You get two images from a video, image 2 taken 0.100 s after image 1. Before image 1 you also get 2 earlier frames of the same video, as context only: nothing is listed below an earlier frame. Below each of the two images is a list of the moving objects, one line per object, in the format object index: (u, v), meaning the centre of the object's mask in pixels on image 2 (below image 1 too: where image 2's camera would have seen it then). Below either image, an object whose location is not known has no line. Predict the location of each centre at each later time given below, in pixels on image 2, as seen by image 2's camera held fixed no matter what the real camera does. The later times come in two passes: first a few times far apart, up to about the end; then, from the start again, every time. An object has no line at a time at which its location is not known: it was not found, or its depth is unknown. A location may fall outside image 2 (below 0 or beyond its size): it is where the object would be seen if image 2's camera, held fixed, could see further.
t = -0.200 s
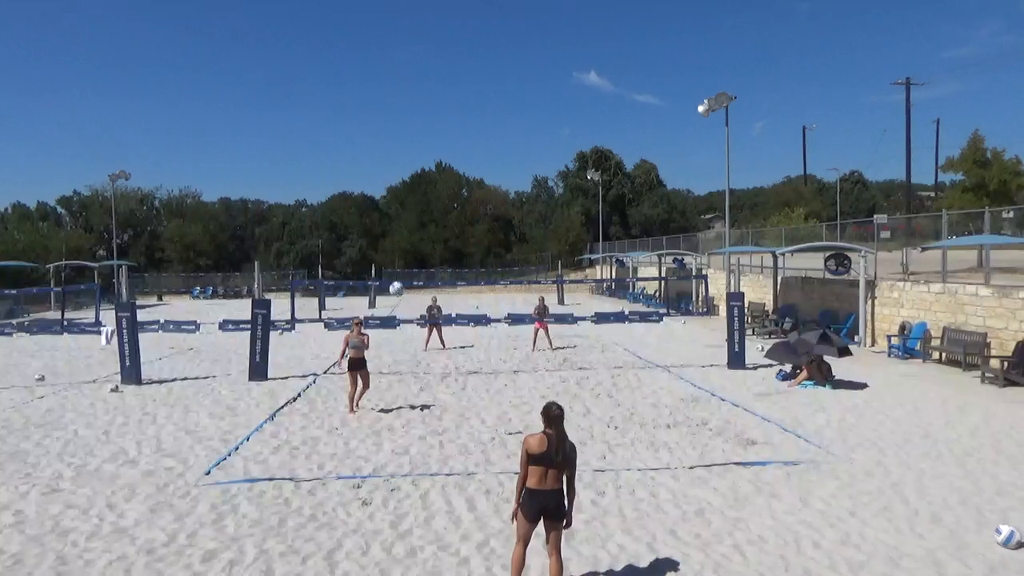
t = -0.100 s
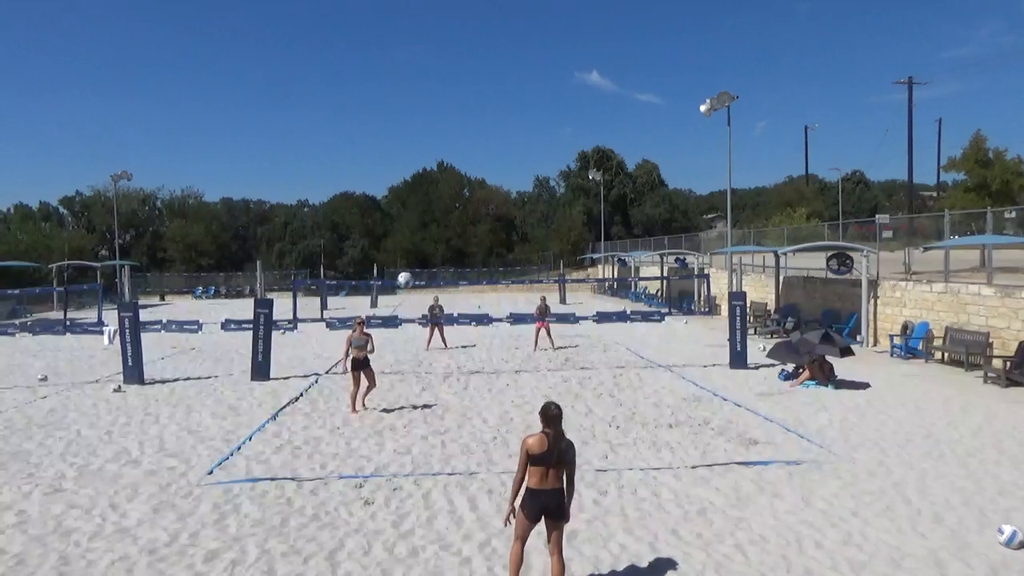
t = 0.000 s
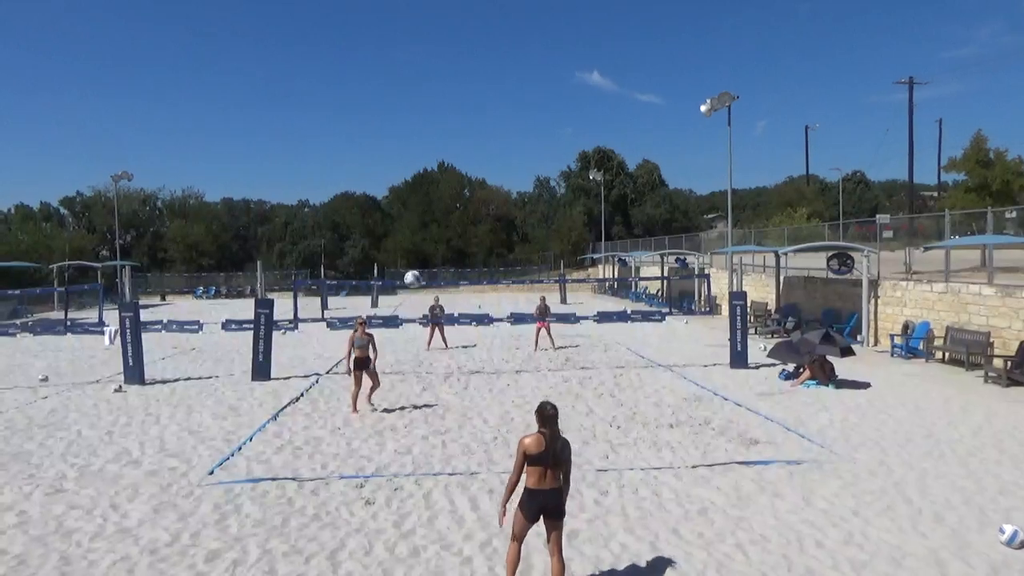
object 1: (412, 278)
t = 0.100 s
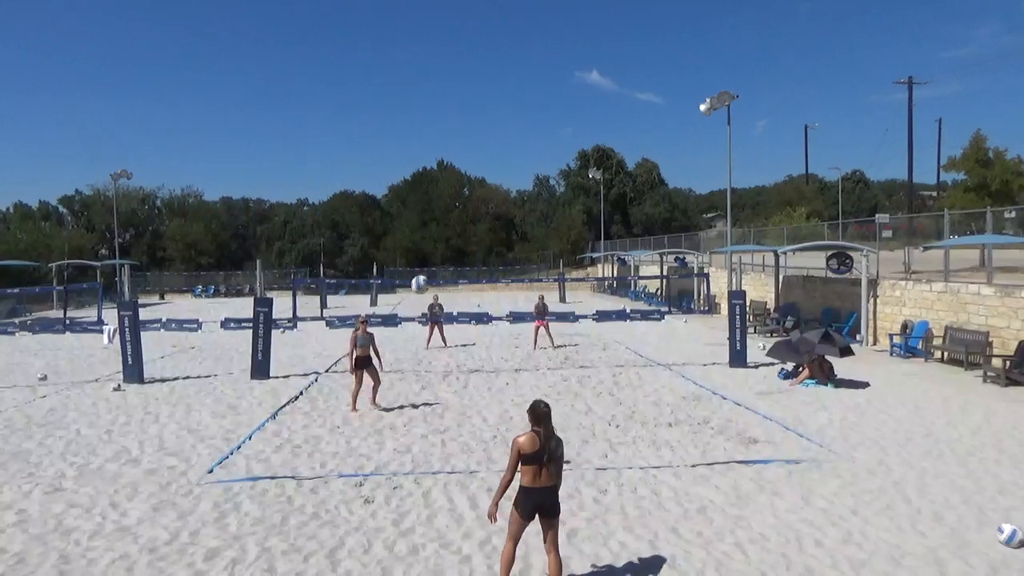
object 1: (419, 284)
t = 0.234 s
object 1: (432, 310)
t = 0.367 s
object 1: (449, 360)
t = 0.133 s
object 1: (423, 288)
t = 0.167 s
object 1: (426, 294)
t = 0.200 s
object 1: (429, 302)
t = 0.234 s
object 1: (432, 310)
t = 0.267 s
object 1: (436, 320)
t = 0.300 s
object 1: (440, 332)
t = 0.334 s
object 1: (444, 345)
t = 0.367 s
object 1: (449, 360)
